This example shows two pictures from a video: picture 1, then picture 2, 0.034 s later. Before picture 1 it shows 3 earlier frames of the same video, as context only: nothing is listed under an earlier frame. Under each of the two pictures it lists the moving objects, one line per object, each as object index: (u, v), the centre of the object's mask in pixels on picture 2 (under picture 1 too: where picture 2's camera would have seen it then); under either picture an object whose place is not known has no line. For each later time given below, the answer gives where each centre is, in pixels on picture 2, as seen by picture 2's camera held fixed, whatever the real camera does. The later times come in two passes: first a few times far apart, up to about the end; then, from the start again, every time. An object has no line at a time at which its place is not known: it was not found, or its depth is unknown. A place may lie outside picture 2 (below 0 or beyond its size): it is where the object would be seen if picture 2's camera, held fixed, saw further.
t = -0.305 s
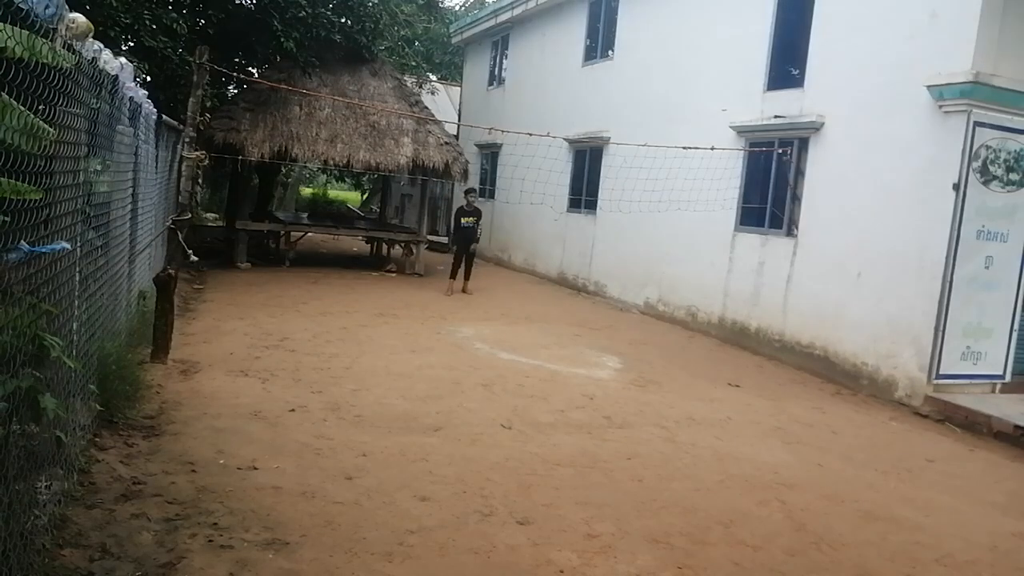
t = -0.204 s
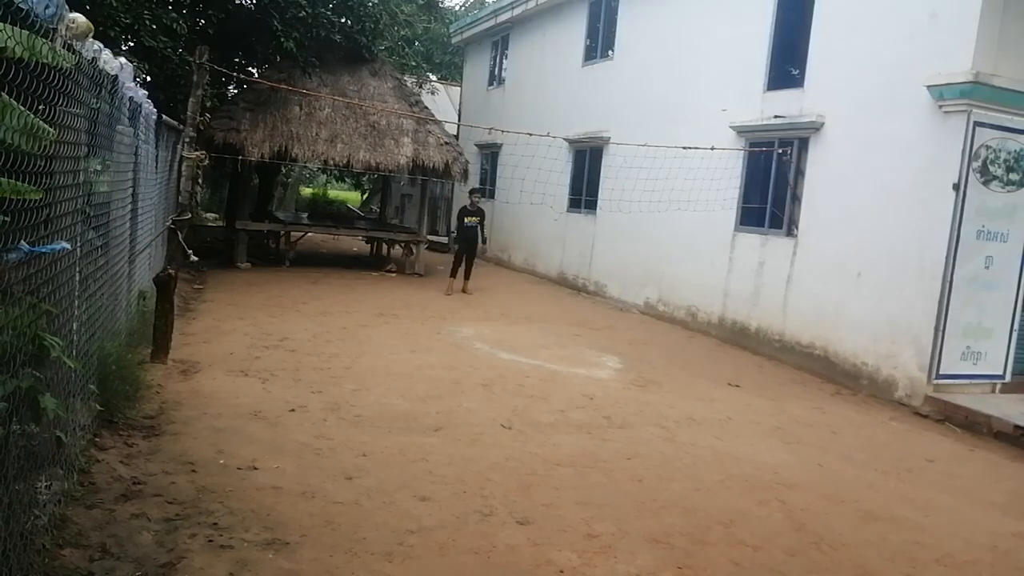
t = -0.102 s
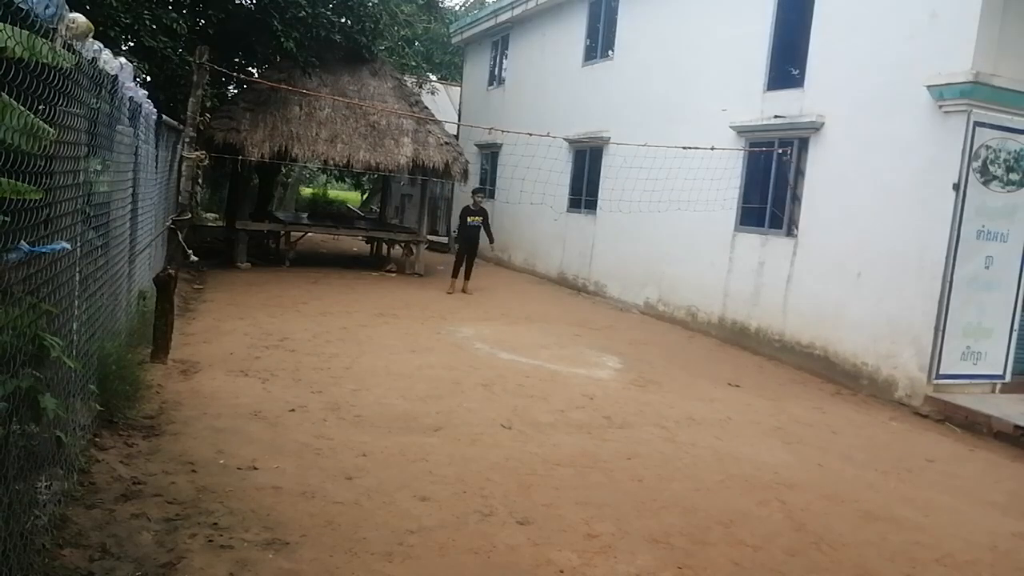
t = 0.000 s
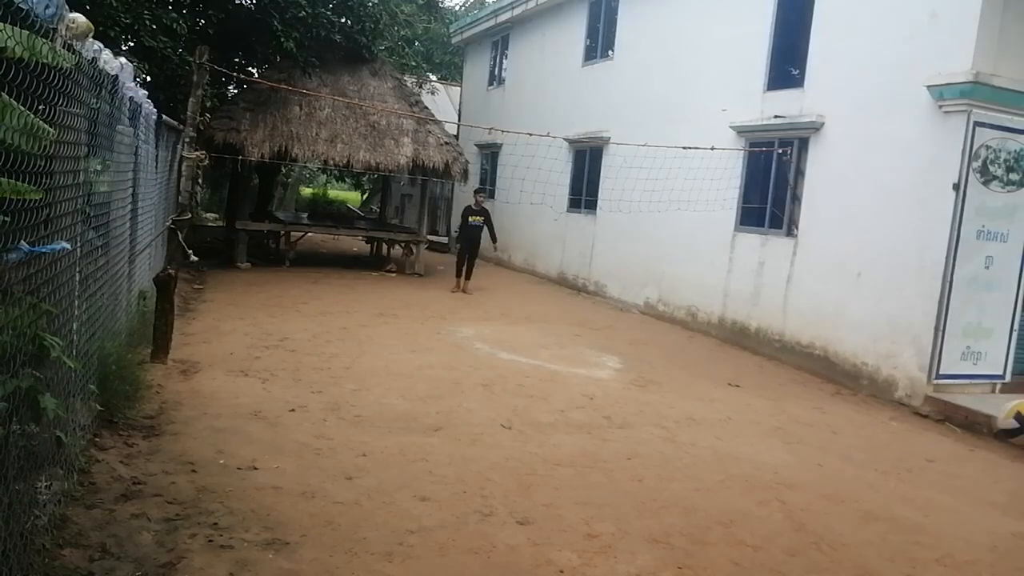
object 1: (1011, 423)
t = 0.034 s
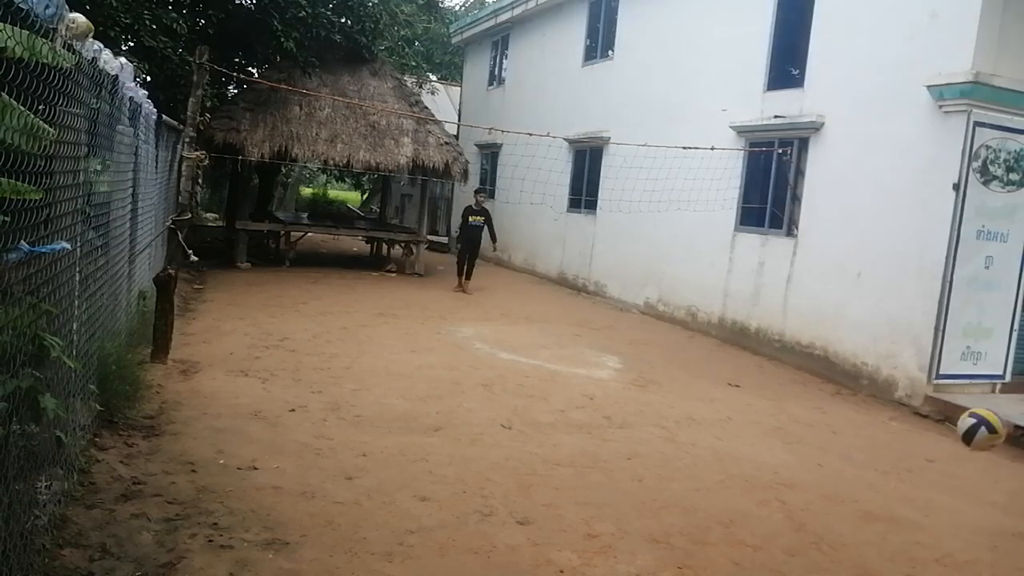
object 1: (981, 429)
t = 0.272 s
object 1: (826, 387)
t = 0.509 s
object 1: (758, 328)
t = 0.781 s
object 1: (692, 358)
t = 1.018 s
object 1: (660, 313)
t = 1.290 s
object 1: (627, 320)
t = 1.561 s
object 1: (599, 293)
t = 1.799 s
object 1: (576, 295)
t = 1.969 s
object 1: (563, 286)
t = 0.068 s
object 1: (944, 438)
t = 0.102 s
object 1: (909, 448)
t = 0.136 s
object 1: (877, 459)
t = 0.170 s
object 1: (859, 448)
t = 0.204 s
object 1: (848, 425)
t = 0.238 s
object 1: (837, 405)
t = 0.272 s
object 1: (826, 387)
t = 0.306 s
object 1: (817, 370)
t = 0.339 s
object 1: (806, 359)
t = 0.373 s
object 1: (796, 348)
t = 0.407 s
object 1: (787, 341)
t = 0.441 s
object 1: (777, 334)
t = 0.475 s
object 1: (768, 330)
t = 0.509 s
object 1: (758, 328)
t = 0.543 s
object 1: (748, 326)
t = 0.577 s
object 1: (741, 327)
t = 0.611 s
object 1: (732, 328)
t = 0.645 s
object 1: (724, 332)
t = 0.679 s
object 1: (716, 337)
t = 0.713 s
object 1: (707, 342)
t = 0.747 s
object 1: (699, 349)
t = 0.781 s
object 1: (692, 358)
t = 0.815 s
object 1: (685, 363)
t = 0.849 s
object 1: (680, 350)
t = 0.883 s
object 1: (677, 340)
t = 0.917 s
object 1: (673, 331)
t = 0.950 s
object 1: (668, 324)
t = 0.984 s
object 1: (665, 318)
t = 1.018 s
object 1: (660, 313)
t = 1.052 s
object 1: (656, 310)
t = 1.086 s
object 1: (652, 308)
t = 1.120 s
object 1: (647, 307)
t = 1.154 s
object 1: (643, 307)
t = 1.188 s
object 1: (640, 310)
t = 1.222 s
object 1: (635, 312)
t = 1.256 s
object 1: (631, 316)
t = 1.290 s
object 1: (627, 320)
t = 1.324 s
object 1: (623, 325)
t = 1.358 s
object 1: (620, 318)
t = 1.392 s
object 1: (616, 310)
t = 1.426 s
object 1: (613, 305)
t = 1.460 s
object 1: (609, 300)
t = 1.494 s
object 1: (606, 297)
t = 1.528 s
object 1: (602, 295)
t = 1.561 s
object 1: (599, 293)
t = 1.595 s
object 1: (596, 293)
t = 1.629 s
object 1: (592, 294)
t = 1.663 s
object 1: (588, 295)
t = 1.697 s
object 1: (585, 298)
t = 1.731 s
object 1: (582, 302)
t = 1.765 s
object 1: (579, 300)
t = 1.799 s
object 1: (576, 295)
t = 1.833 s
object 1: (573, 291)
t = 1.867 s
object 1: (571, 288)
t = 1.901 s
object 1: (569, 287)
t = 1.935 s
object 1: (567, 286)
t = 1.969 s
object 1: (563, 286)
